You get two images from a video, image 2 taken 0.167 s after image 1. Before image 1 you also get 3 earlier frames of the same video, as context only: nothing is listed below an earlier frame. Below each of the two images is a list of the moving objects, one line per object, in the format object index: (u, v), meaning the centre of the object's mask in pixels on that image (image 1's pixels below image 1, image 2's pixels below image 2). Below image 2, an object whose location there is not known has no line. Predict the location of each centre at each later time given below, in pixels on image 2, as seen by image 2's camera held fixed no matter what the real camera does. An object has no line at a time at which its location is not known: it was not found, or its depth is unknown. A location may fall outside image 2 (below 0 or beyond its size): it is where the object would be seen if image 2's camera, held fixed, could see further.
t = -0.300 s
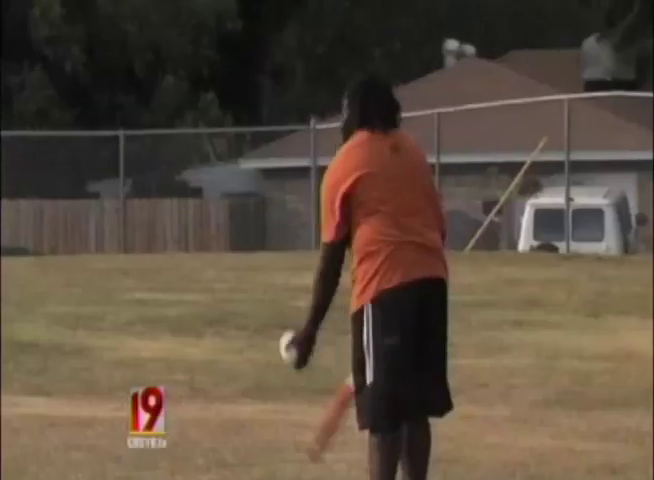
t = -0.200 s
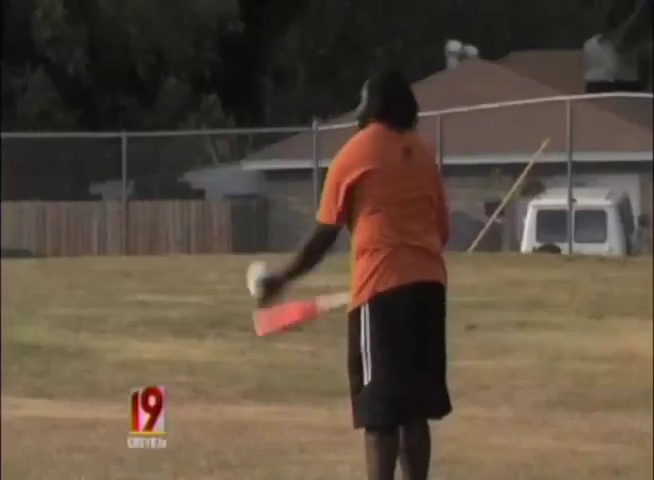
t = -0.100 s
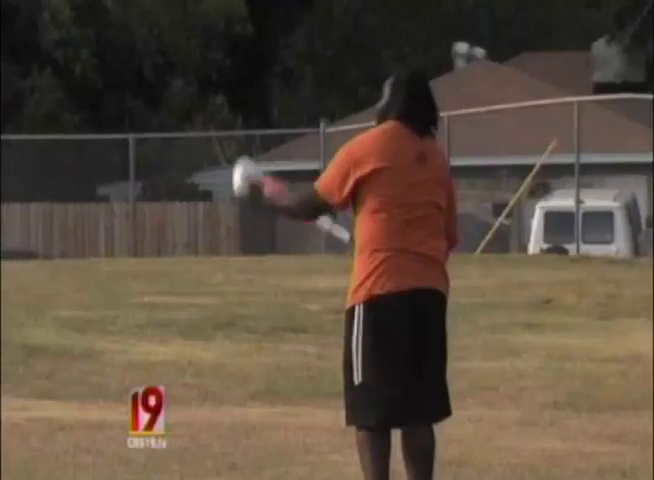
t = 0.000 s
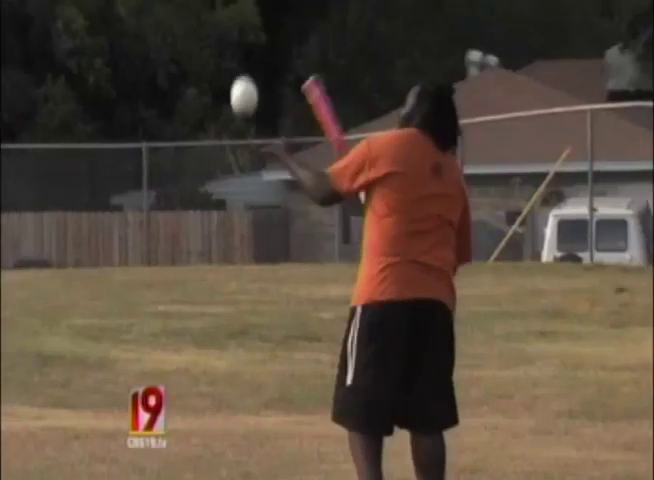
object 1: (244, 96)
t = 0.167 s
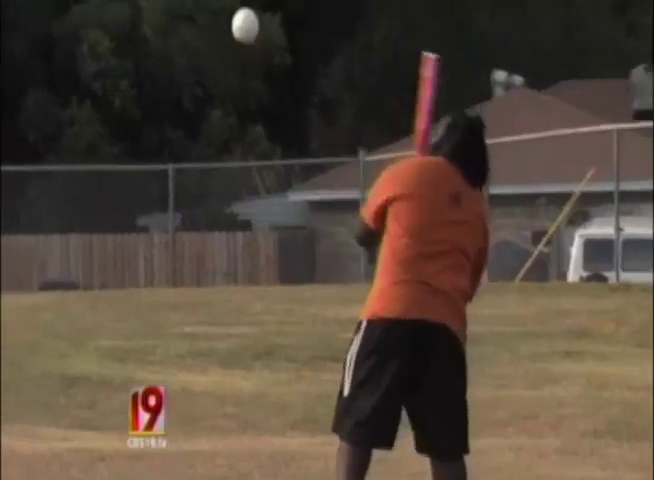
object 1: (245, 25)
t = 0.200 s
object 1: (240, 16)
